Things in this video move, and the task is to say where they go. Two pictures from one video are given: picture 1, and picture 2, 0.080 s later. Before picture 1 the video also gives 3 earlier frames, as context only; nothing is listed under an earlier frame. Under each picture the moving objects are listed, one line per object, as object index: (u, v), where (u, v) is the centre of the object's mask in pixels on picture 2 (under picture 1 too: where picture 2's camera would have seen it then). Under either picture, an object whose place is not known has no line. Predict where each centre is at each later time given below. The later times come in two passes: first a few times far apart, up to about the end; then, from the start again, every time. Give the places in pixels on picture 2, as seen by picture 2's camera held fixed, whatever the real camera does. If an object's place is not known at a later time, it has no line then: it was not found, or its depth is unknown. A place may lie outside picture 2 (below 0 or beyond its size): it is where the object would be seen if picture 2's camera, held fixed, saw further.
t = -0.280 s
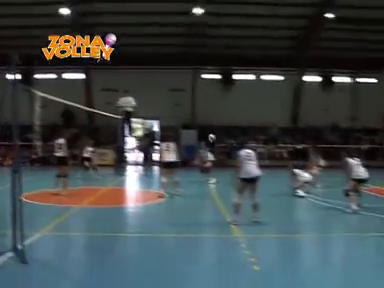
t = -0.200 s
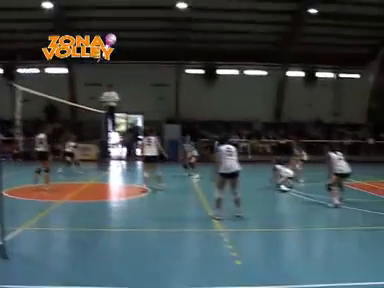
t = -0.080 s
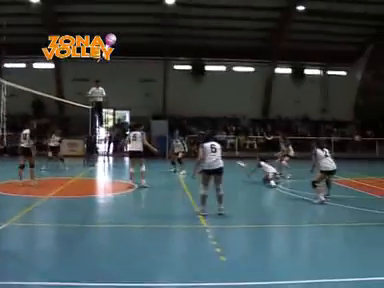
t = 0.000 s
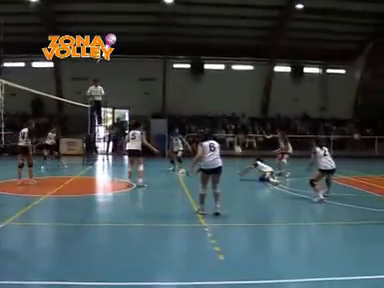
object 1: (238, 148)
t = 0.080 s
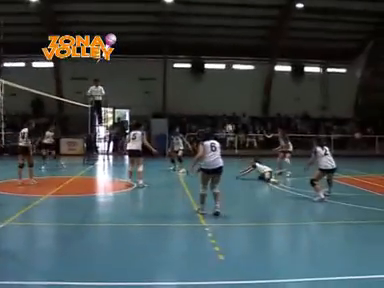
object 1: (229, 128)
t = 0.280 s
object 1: (207, 85)
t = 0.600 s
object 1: (175, 48)
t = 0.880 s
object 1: (148, 45)
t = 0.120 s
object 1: (224, 118)
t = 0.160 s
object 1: (219, 109)
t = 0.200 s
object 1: (215, 100)
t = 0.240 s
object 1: (210, 92)
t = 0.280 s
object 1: (207, 85)
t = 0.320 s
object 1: (202, 79)
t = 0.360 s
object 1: (198, 73)
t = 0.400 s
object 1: (195, 67)
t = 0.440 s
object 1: (191, 63)
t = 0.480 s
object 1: (187, 57)
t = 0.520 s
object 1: (182, 53)
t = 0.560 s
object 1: (178, 50)
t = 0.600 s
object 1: (175, 48)
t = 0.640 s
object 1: (171, 46)
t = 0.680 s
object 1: (167, 44)
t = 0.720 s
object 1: (163, 43)
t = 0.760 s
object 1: (159, 43)
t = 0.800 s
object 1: (155, 43)
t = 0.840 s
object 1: (152, 44)
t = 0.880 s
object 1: (148, 45)
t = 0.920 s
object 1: (144, 46)
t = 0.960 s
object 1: (140, 48)
